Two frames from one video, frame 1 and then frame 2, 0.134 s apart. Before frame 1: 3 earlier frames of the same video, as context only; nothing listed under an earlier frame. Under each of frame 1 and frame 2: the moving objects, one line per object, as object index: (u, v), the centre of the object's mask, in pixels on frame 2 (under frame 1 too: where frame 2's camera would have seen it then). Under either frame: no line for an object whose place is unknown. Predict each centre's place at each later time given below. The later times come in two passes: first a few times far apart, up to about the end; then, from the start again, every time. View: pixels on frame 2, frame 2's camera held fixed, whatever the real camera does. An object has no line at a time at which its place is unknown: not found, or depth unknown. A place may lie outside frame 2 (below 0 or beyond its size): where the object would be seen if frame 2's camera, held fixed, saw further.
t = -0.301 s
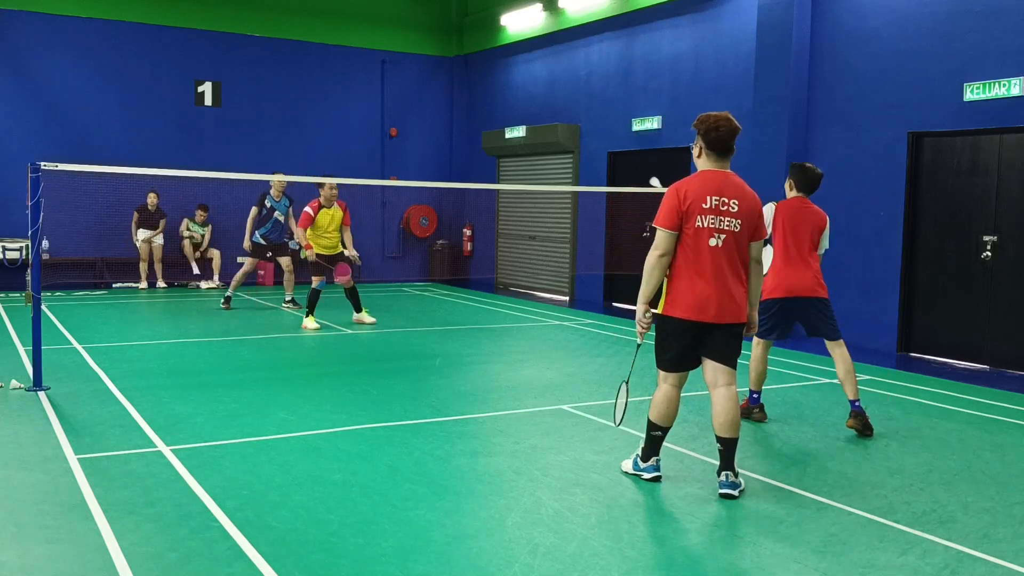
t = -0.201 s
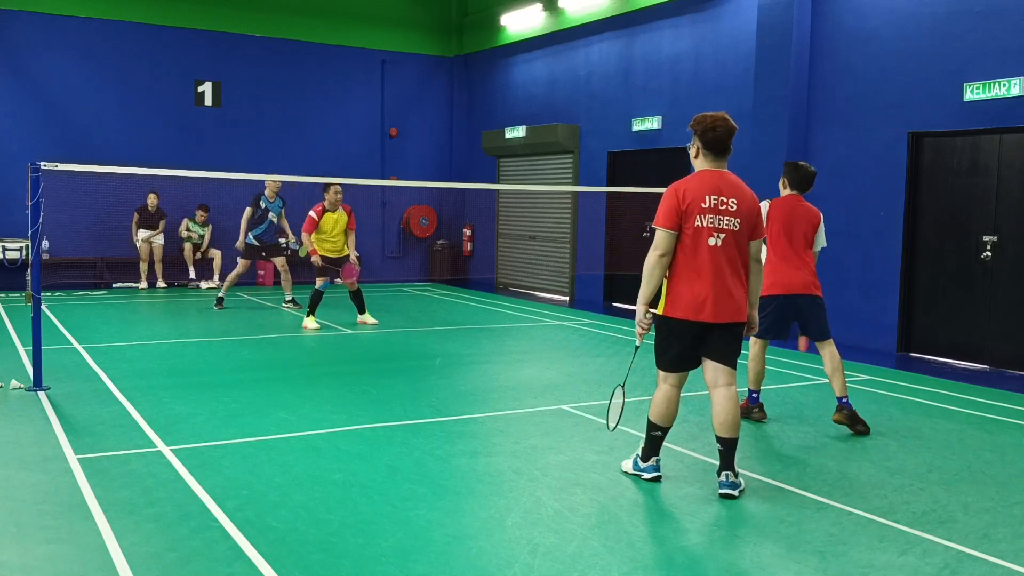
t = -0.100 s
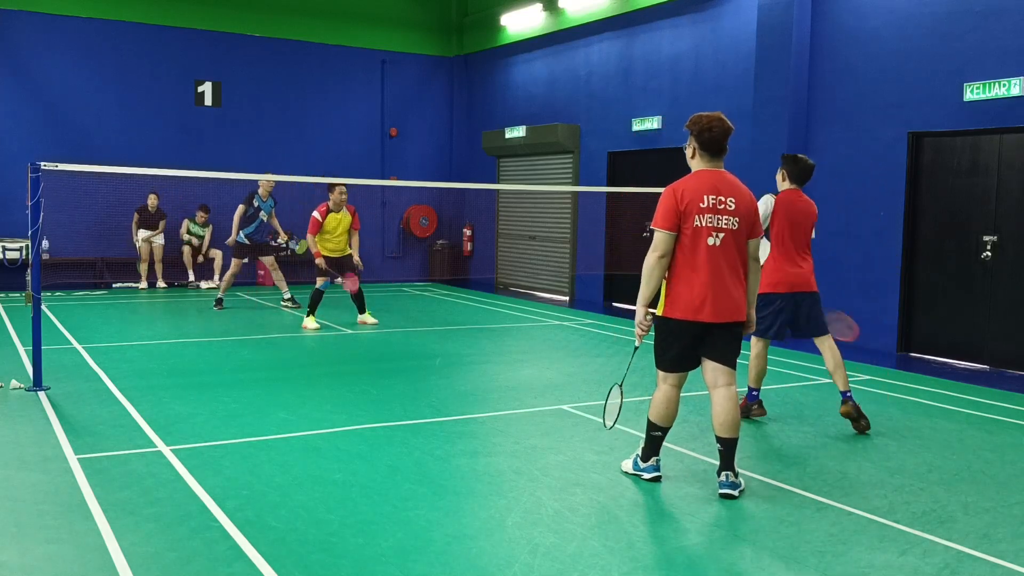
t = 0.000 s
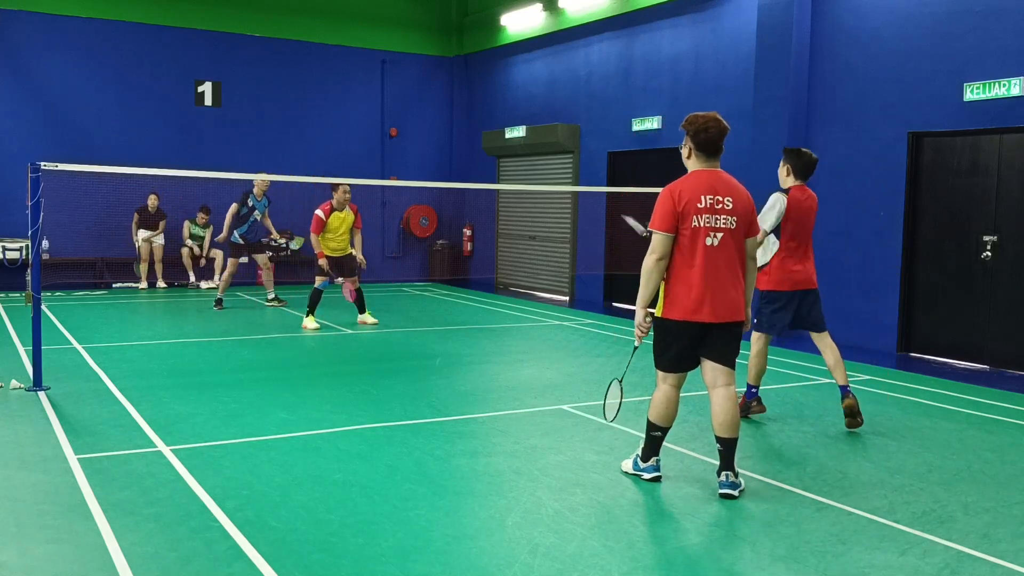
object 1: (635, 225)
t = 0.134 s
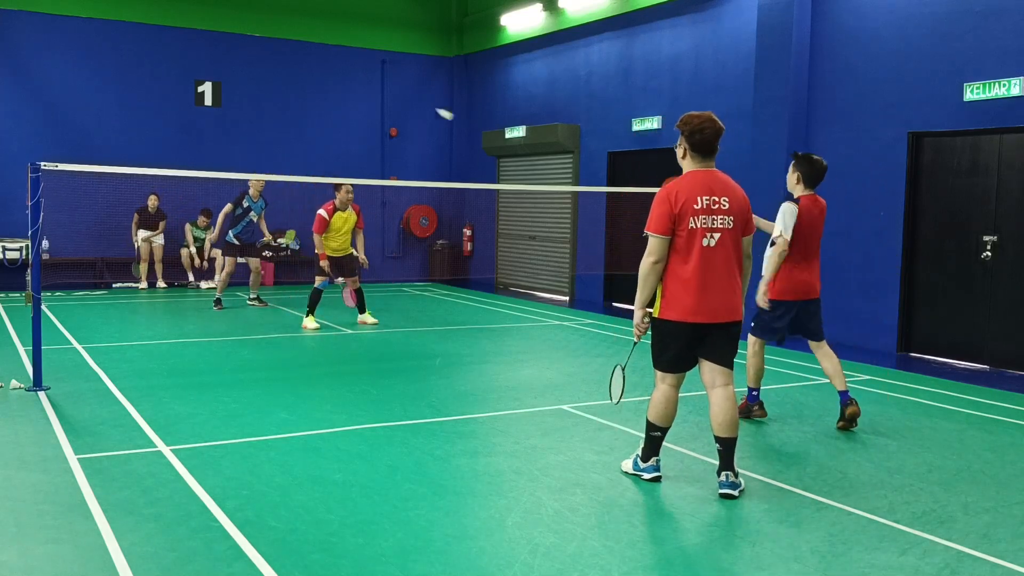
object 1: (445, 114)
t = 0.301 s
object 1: (314, 58)
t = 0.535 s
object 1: (204, 50)
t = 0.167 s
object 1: (413, 98)
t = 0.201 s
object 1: (384, 84)
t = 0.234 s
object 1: (358, 74)
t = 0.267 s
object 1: (335, 65)
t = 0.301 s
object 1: (314, 58)
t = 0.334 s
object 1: (294, 53)
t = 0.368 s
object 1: (276, 50)
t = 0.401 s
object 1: (259, 48)
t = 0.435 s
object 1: (244, 47)
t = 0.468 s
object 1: (229, 47)
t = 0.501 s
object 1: (216, 48)
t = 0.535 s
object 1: (204, 50)
